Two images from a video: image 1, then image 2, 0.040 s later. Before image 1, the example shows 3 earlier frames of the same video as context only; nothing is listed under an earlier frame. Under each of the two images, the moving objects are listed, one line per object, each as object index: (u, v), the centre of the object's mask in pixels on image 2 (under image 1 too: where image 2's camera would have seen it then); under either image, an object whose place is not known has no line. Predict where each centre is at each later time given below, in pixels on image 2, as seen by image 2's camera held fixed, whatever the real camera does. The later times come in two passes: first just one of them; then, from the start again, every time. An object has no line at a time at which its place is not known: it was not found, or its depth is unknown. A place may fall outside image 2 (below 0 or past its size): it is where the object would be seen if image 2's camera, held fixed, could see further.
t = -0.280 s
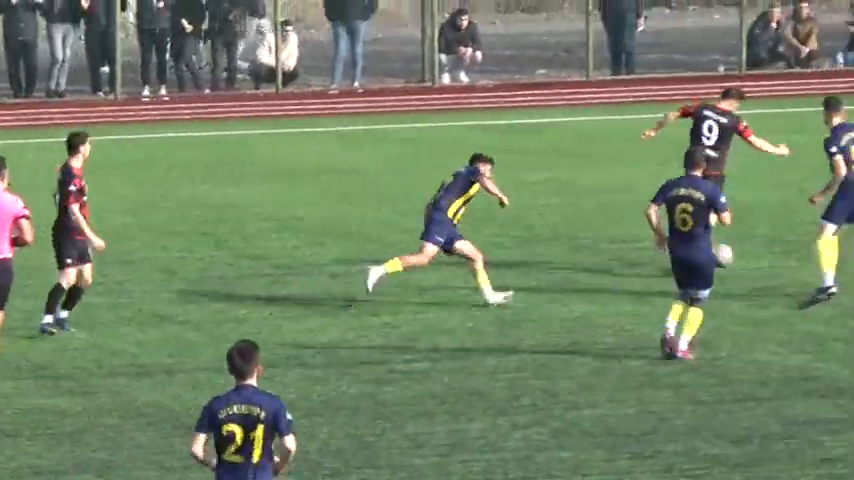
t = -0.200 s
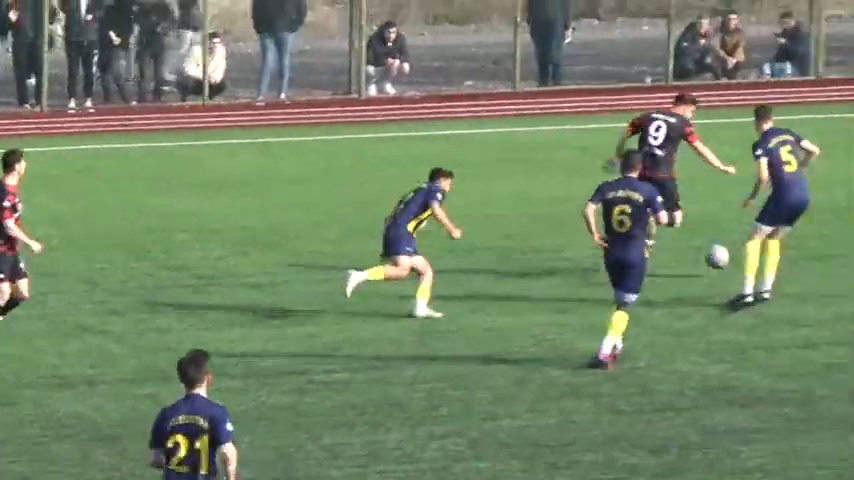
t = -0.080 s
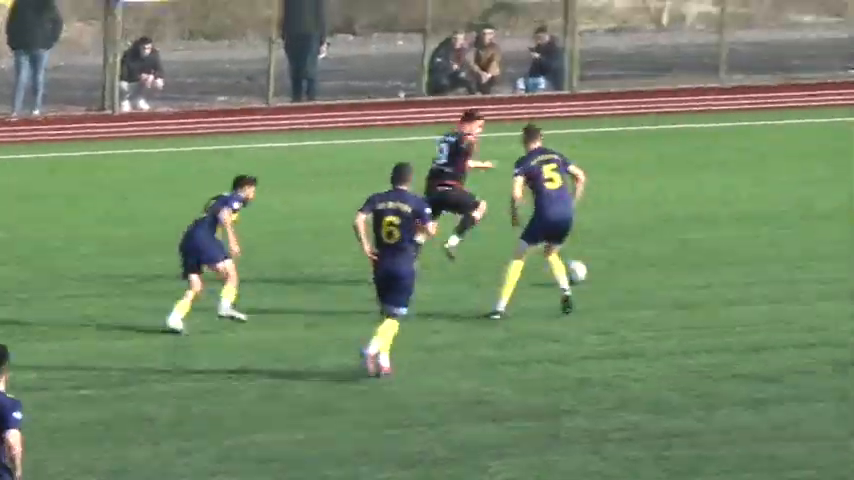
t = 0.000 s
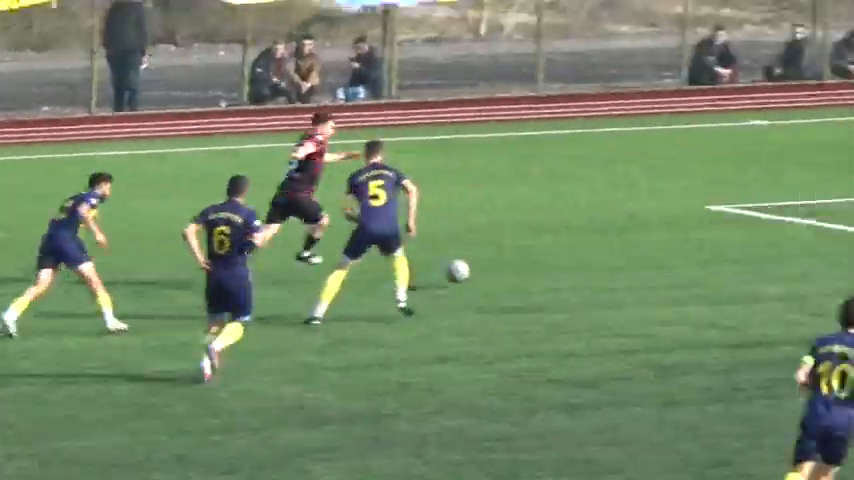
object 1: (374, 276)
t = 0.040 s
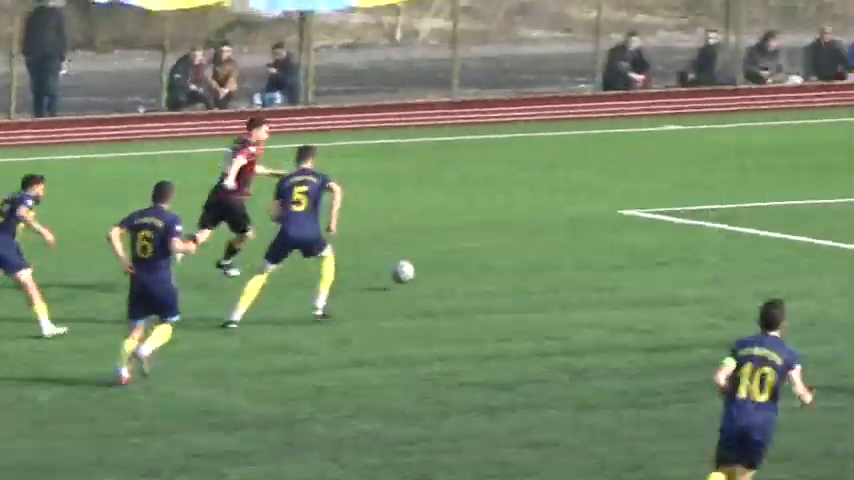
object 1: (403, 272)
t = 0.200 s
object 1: (518, 269)
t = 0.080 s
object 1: (433, 270)
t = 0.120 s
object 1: (462, 270)
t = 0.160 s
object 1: (490, 271)
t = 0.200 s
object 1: (518, 269)
